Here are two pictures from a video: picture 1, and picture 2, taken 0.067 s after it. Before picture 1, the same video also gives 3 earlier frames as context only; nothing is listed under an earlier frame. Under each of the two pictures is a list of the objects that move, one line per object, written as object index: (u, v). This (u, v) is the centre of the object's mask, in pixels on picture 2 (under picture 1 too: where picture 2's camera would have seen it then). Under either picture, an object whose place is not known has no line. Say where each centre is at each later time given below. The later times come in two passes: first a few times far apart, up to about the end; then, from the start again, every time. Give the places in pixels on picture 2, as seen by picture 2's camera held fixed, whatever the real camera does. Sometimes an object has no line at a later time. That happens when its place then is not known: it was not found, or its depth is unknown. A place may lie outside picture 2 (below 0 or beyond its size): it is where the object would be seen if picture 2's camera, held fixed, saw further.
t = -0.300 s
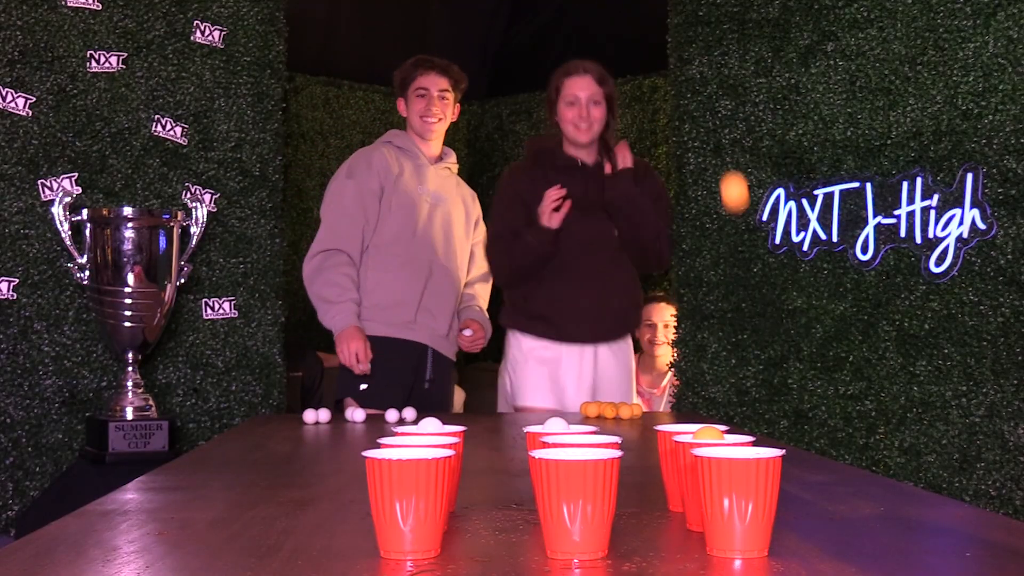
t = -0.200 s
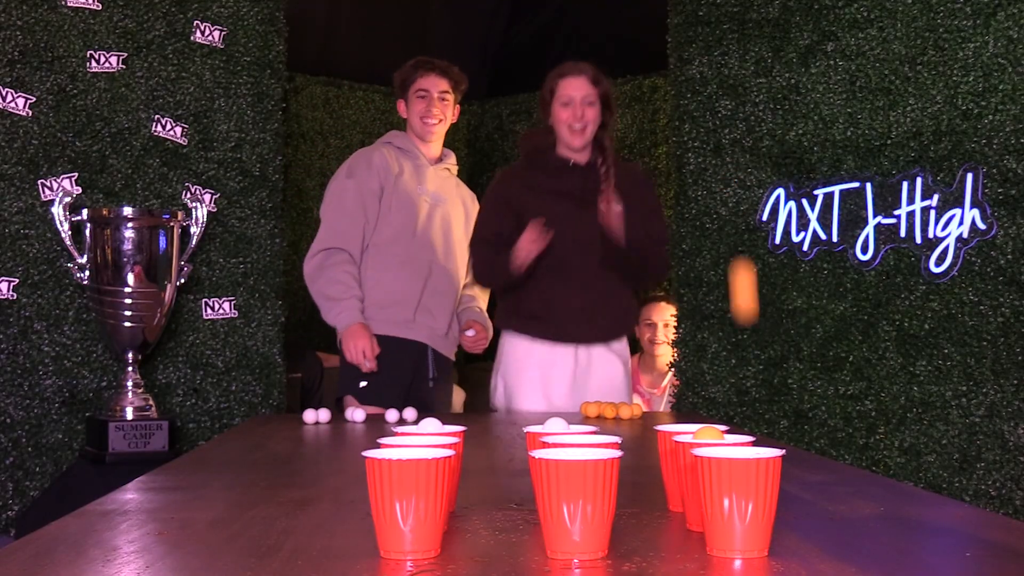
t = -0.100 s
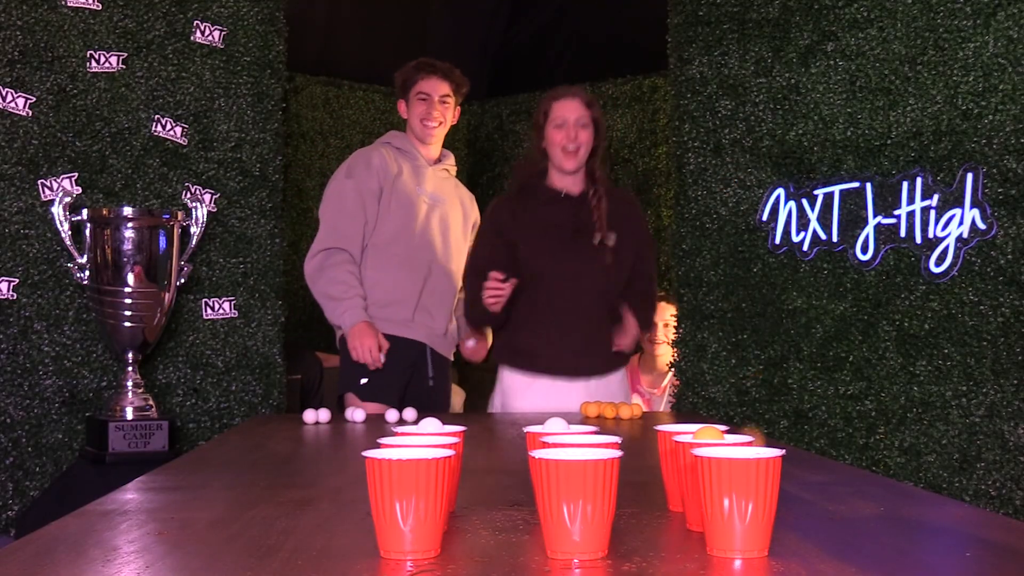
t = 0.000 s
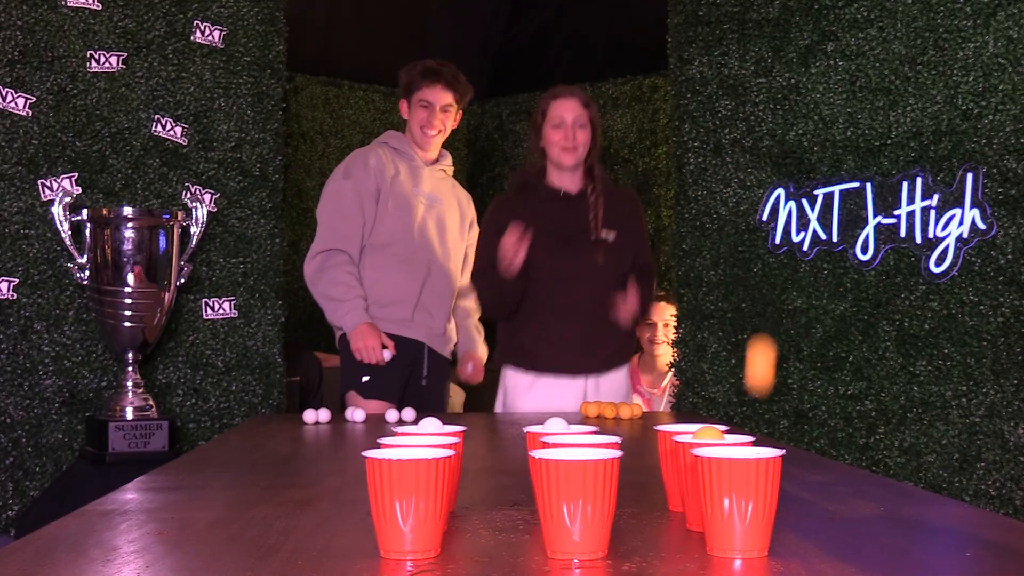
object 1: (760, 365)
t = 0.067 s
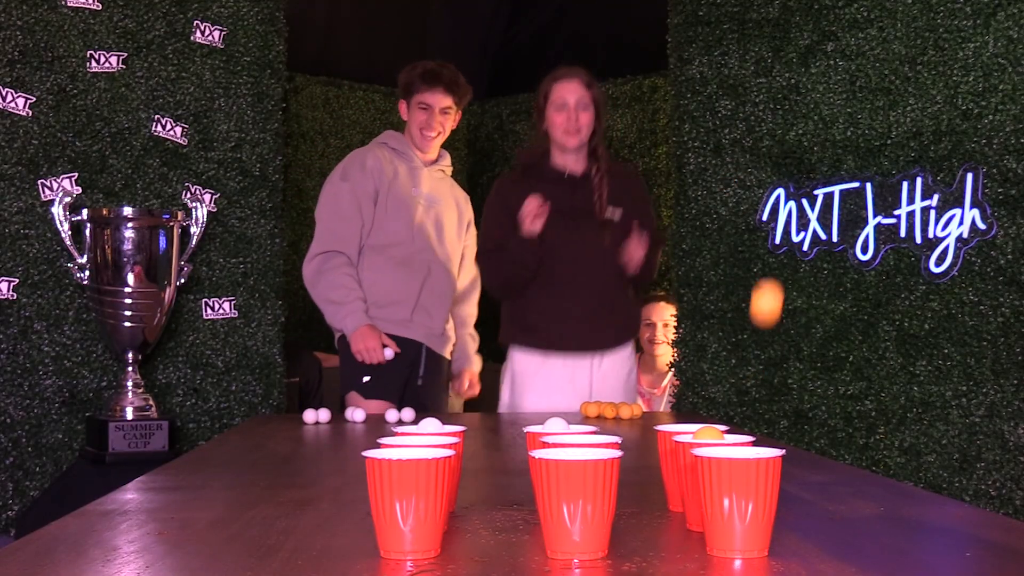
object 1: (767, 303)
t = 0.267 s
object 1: (788, 326)
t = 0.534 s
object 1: (814, 346)
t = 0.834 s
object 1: (842, 550)
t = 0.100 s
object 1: (770, 284)
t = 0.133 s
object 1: (773, 274)
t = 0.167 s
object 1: (777, 272)
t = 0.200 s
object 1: (780, 280)
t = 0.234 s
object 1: (784, 298)
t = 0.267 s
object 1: (788, 326)
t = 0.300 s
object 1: (792, 364)
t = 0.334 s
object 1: (796, 414)
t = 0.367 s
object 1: (800, 477)
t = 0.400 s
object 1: (803, 512)
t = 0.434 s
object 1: (805, 464)
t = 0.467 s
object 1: (808, 415)
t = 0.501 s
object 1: (811, 377)
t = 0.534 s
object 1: (814, 346)
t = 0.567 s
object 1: (816, 325)
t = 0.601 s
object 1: (819, 315)
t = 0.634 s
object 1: (823, 315)
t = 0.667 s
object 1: (826, 328)
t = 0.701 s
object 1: (829, 351)
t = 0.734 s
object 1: (833, 388)
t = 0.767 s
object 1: (836, 439)
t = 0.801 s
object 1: (840, 502)
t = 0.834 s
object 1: (842, 550)
